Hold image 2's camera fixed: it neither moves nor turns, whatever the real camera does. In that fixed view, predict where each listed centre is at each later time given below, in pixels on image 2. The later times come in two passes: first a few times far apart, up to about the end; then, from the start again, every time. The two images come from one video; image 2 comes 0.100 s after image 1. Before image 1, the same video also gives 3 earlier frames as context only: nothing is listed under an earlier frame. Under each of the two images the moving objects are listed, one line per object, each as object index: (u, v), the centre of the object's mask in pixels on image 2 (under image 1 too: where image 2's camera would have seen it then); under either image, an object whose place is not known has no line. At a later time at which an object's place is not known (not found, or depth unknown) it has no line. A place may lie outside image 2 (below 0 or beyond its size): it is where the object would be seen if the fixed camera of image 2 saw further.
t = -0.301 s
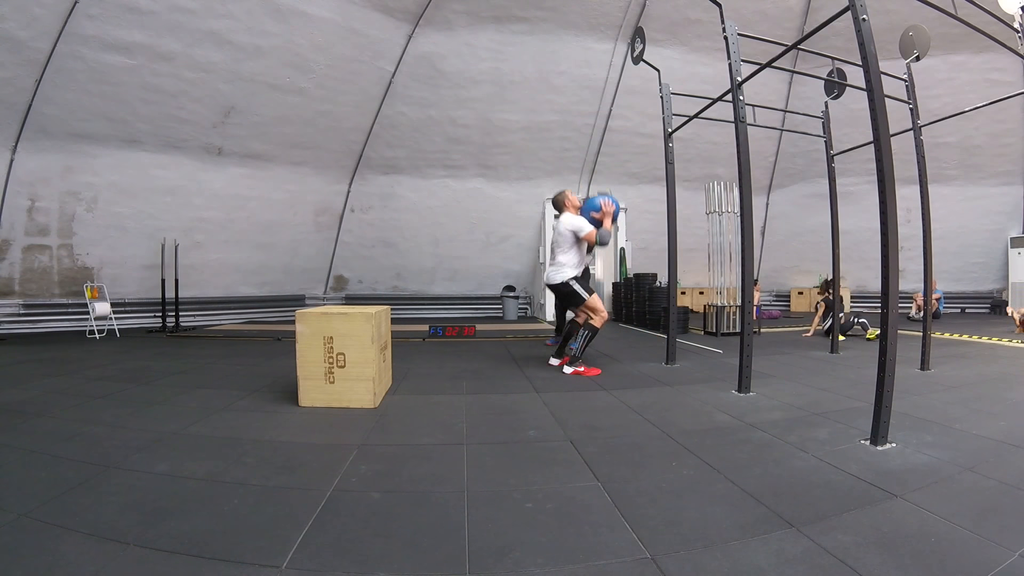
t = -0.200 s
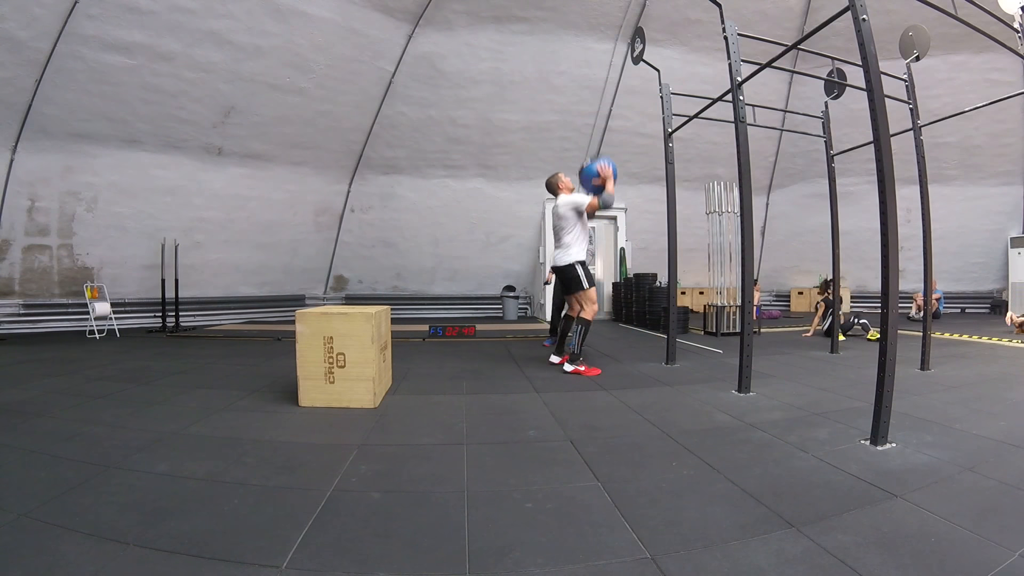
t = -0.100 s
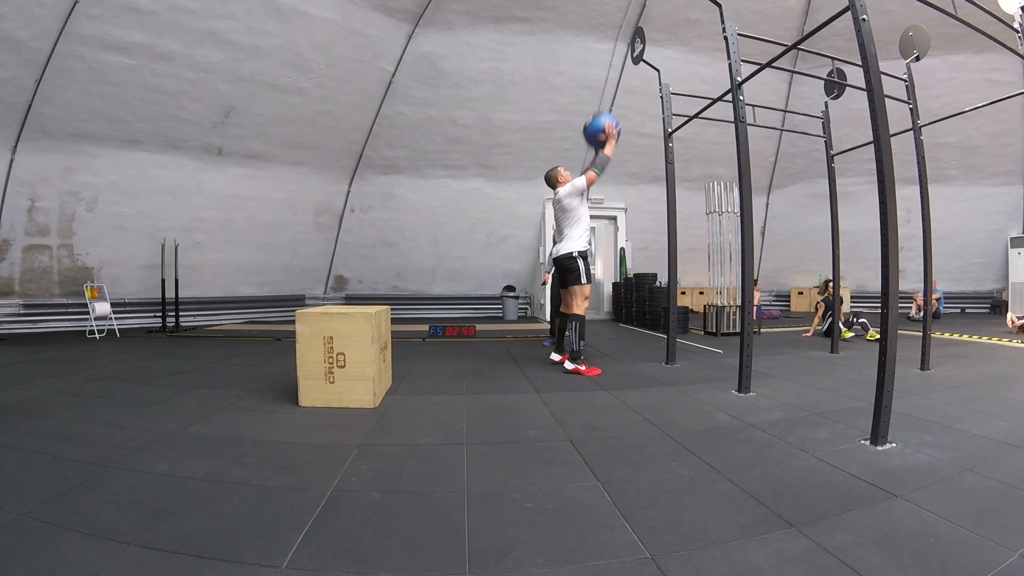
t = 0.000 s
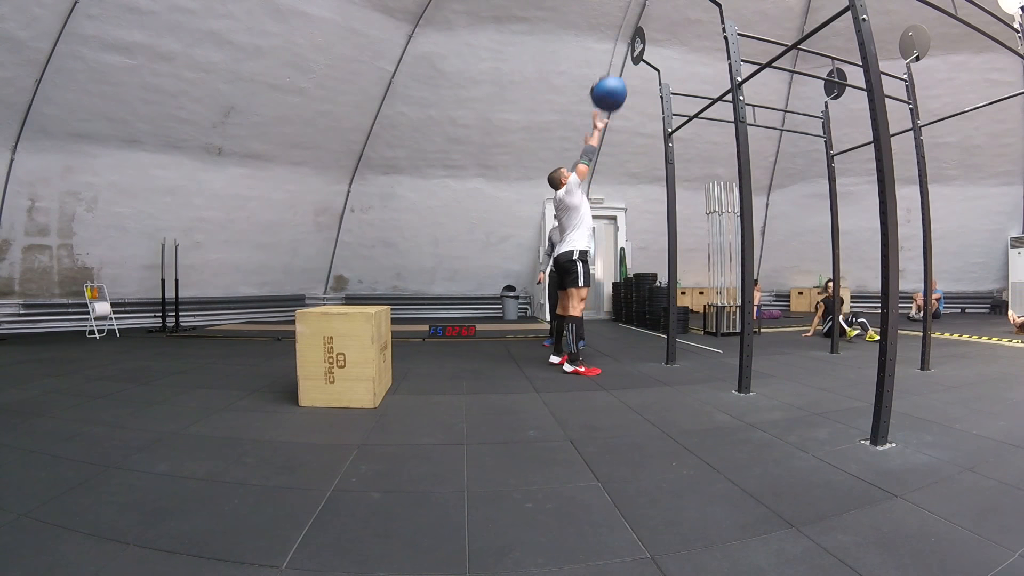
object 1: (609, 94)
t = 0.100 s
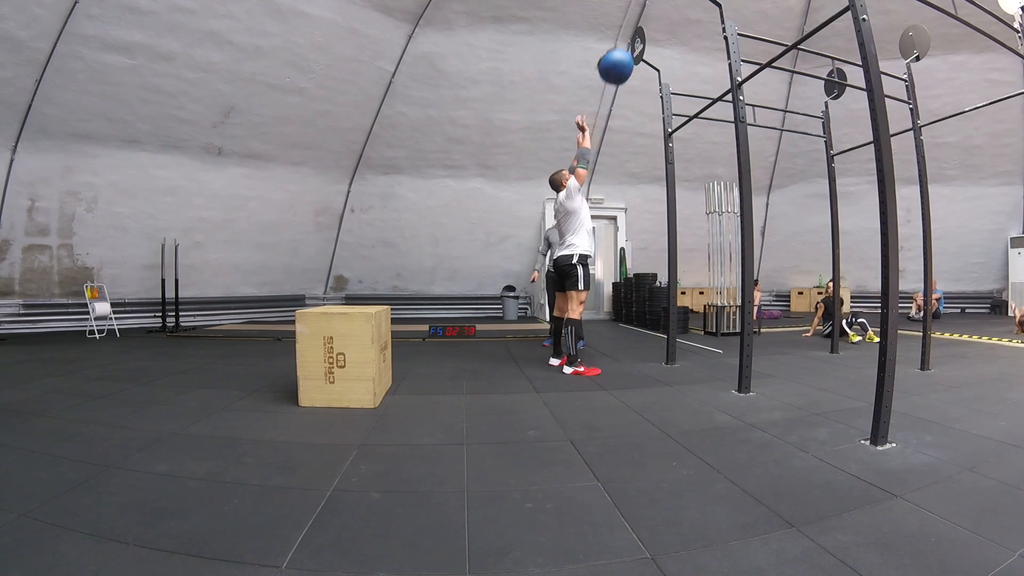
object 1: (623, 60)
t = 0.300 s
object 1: (625, 44)
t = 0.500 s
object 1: (619, 52)
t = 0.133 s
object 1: (624, 55)
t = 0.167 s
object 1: (625, 51)
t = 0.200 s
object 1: (626, 48)
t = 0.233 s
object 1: (627, 46)
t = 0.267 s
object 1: (626, 44)
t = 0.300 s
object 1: (625, 44)
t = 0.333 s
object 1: (624, 43)
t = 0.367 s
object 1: (623, 44)
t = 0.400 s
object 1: (622, 45)
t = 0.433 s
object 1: (621, 46)
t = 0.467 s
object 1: (620, 49)
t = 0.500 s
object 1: (619, 52)
